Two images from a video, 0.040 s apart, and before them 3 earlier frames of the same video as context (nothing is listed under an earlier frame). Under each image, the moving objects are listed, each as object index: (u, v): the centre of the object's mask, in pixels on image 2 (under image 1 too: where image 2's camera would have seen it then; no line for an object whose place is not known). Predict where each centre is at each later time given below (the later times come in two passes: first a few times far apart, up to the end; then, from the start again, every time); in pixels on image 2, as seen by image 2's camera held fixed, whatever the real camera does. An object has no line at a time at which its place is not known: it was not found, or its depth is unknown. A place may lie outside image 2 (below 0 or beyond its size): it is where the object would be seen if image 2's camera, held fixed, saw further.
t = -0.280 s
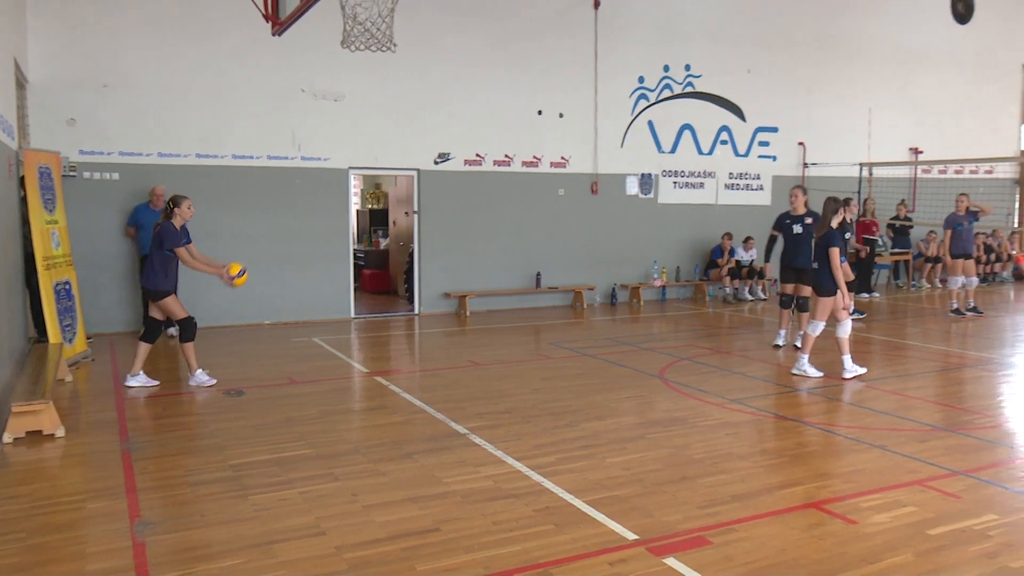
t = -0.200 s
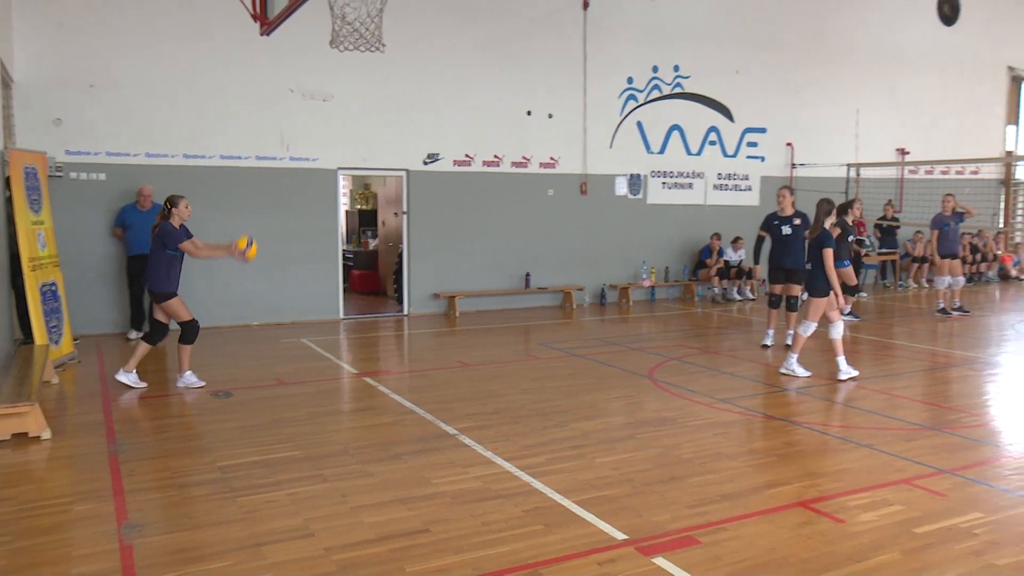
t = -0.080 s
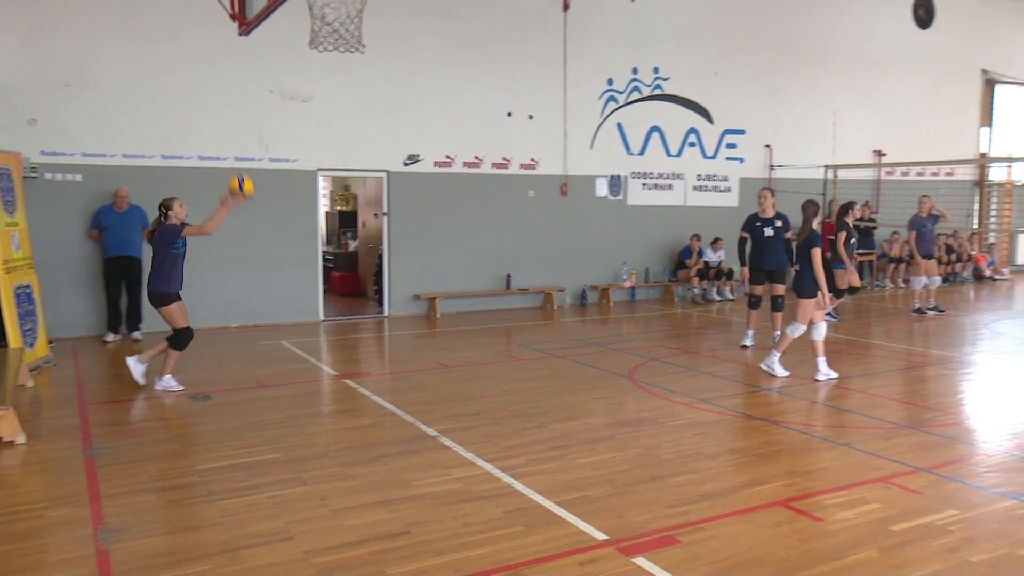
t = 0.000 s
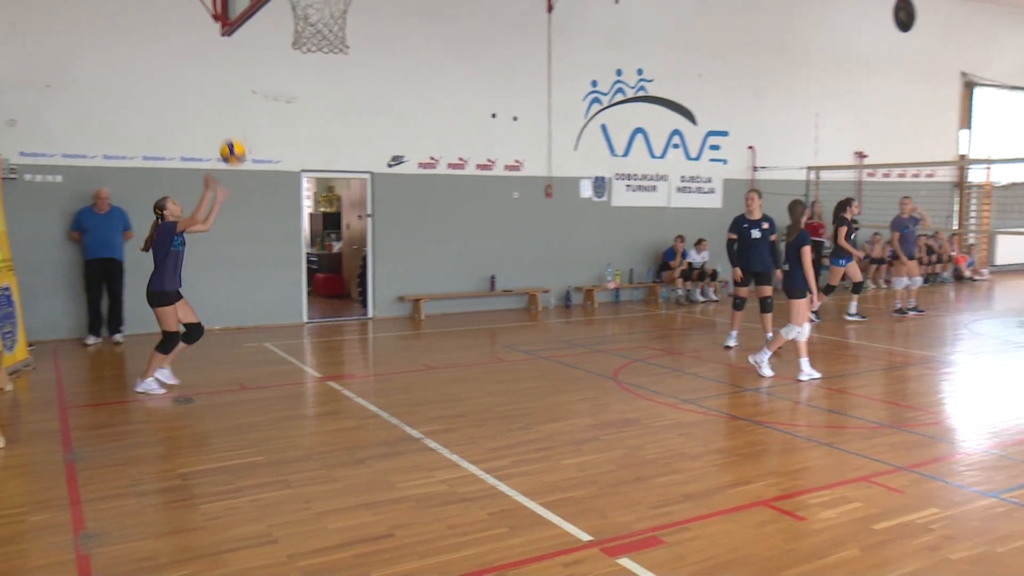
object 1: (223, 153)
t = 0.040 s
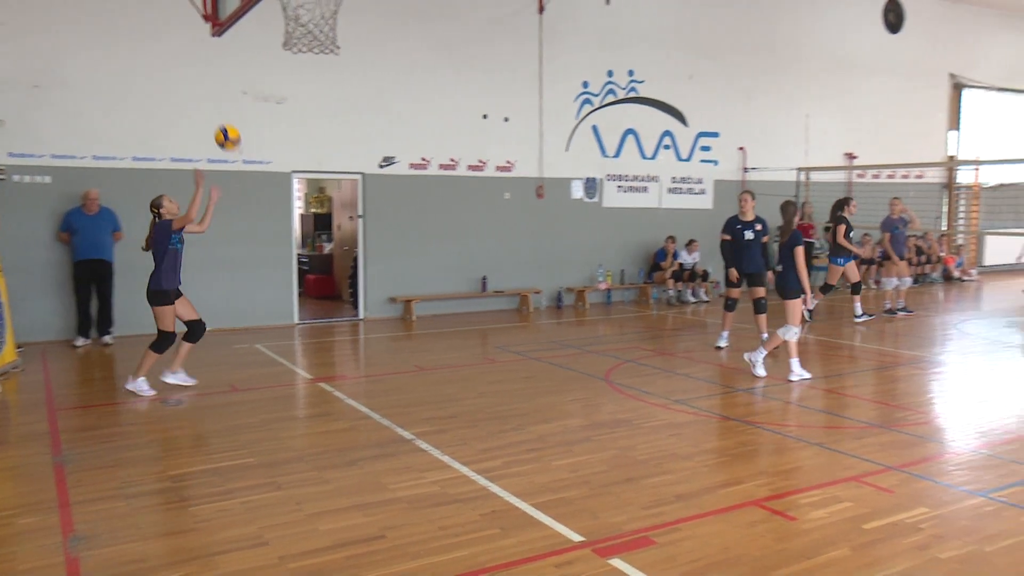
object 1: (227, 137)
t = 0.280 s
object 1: (251, 83)
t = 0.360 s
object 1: (258, 80)
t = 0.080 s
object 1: (232, 124)
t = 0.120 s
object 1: (235, 112)
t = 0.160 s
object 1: (239, 102)
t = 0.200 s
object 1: (243, 94)
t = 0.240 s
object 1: (247, 88)
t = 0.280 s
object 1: (251, 83)
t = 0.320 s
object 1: (255, 81)
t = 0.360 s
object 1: (258, 80)
